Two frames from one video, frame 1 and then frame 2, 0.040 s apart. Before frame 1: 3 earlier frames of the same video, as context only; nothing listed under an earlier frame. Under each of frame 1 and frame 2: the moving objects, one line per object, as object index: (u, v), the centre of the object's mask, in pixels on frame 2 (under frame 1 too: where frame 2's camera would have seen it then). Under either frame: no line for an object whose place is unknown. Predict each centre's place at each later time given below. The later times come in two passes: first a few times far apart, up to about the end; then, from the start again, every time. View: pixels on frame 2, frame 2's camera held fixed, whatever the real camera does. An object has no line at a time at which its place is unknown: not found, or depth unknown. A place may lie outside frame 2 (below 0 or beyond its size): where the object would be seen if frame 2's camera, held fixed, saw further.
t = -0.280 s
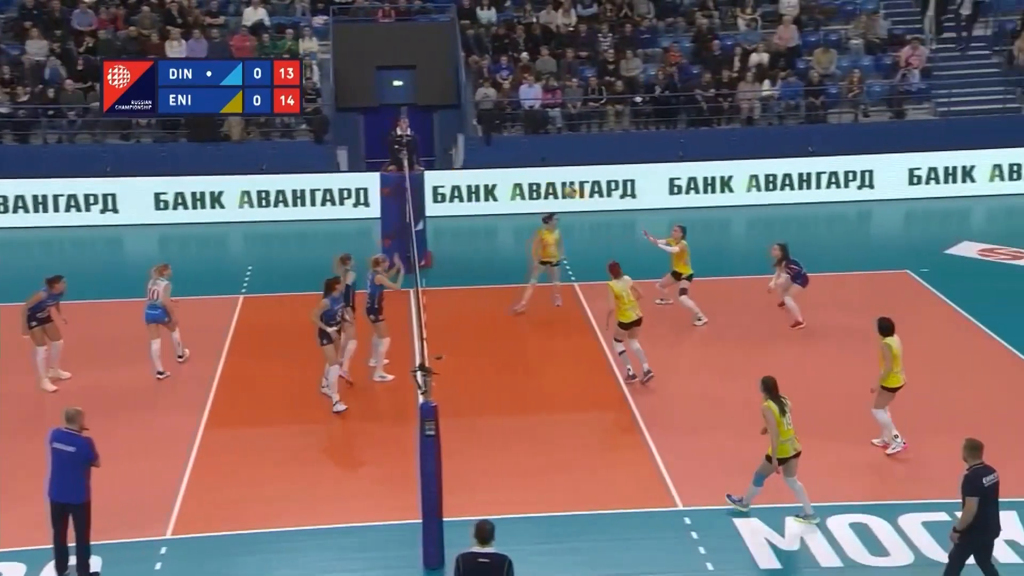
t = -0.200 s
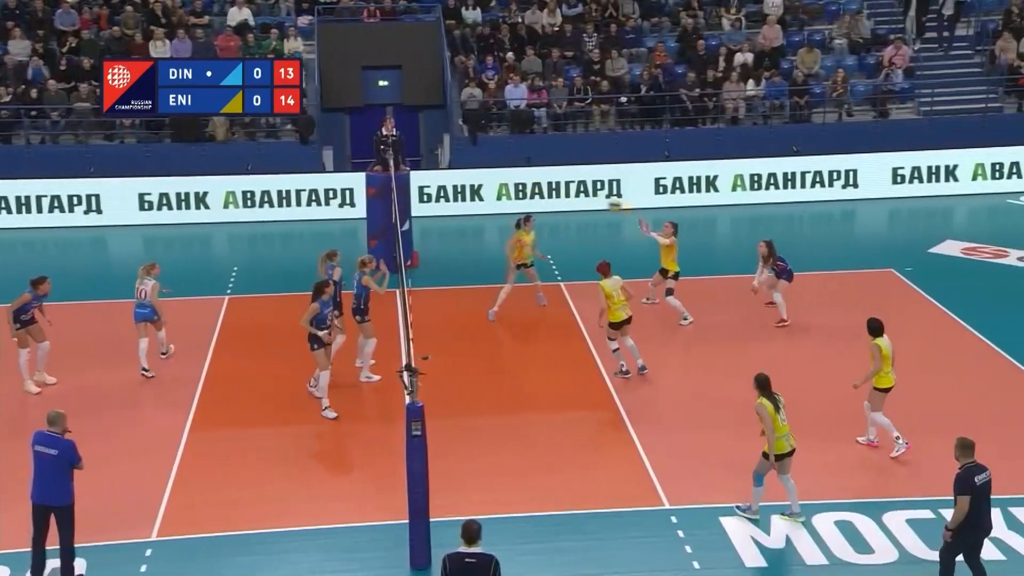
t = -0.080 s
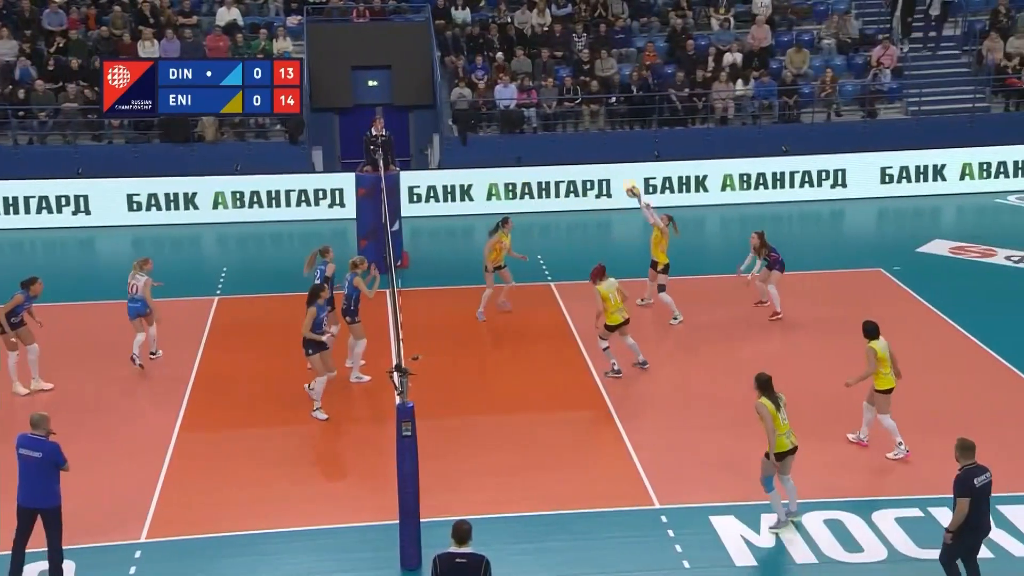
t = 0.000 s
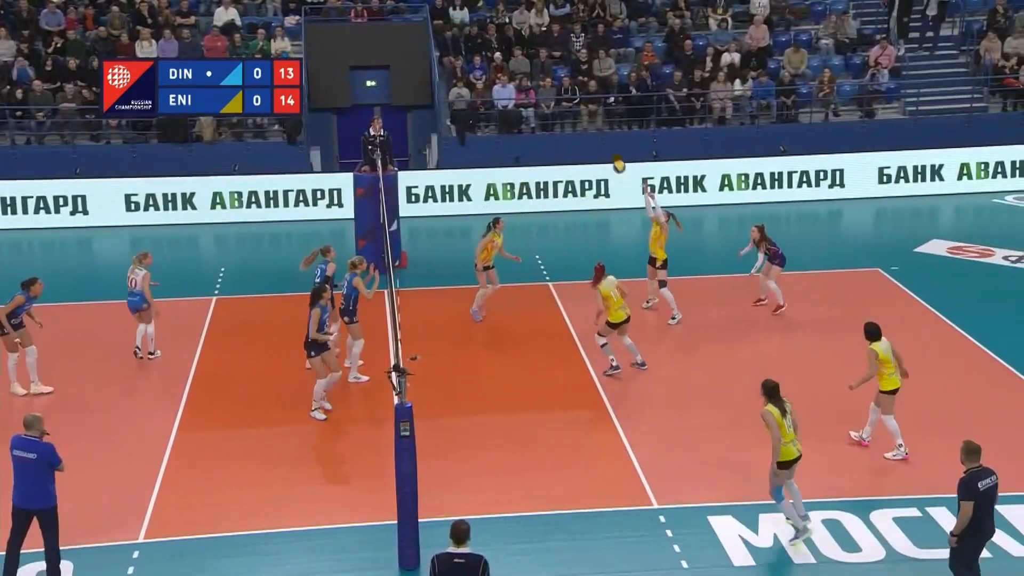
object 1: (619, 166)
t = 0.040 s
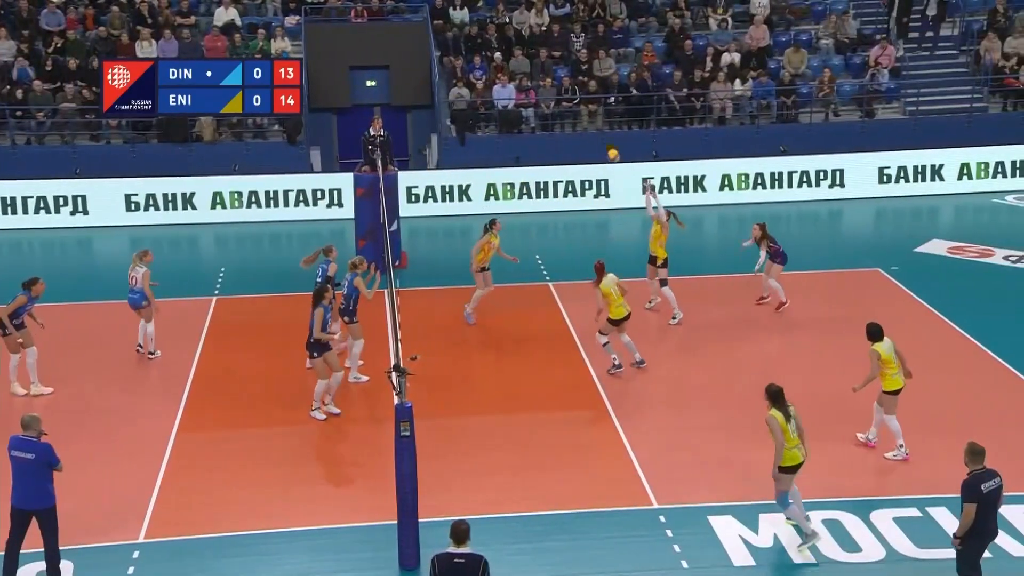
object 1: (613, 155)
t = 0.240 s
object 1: (584, 115)
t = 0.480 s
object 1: (549, 100)
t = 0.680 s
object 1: (520, 114)
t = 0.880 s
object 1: (492, 153)
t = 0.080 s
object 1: (608, 145)
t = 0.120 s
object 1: (602, 136)
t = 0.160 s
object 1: (596, 128)
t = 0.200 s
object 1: (590, 122)
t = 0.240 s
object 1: (584, 115)
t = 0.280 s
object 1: (578, 110)
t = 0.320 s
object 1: (572, 107)
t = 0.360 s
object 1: (566, 103)
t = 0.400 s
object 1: (561, 101)
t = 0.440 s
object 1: (555, 100)
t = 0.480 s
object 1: (549, 100)
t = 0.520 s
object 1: (543, 101)
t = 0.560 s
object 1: (537, 103)
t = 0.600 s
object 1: (532, 106)
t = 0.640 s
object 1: (526, 110)
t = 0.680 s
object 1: (520, 114)
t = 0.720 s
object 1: (515, 121)
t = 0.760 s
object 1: (509, 127)
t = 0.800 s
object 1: (503, 135)
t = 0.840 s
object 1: (498, 143)
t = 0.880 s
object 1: (492, 153)
